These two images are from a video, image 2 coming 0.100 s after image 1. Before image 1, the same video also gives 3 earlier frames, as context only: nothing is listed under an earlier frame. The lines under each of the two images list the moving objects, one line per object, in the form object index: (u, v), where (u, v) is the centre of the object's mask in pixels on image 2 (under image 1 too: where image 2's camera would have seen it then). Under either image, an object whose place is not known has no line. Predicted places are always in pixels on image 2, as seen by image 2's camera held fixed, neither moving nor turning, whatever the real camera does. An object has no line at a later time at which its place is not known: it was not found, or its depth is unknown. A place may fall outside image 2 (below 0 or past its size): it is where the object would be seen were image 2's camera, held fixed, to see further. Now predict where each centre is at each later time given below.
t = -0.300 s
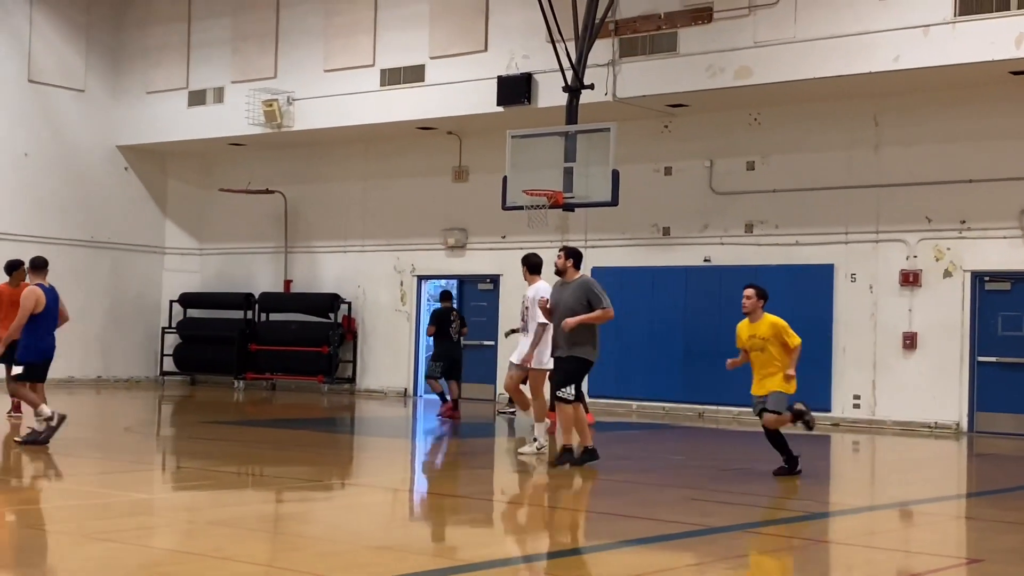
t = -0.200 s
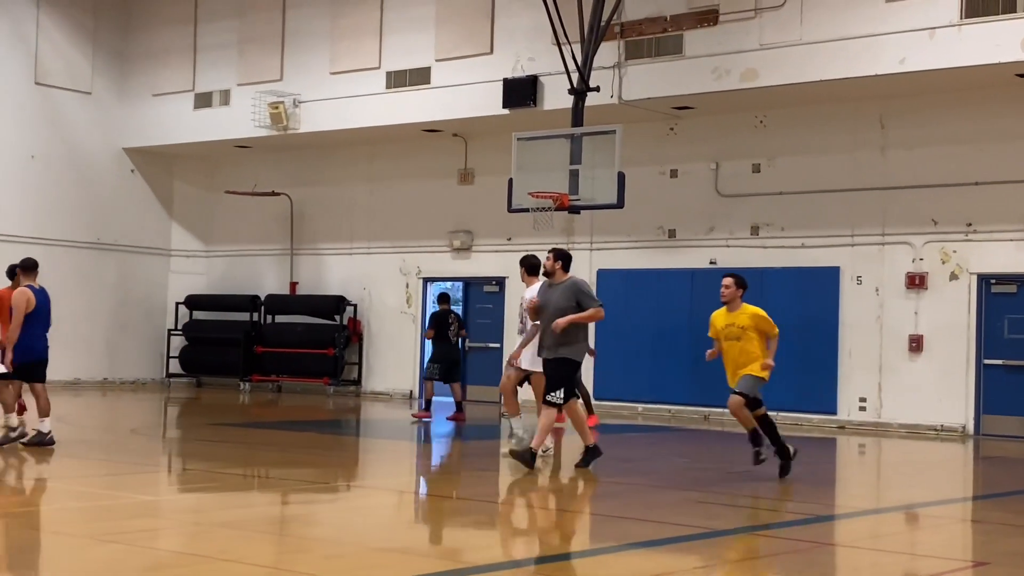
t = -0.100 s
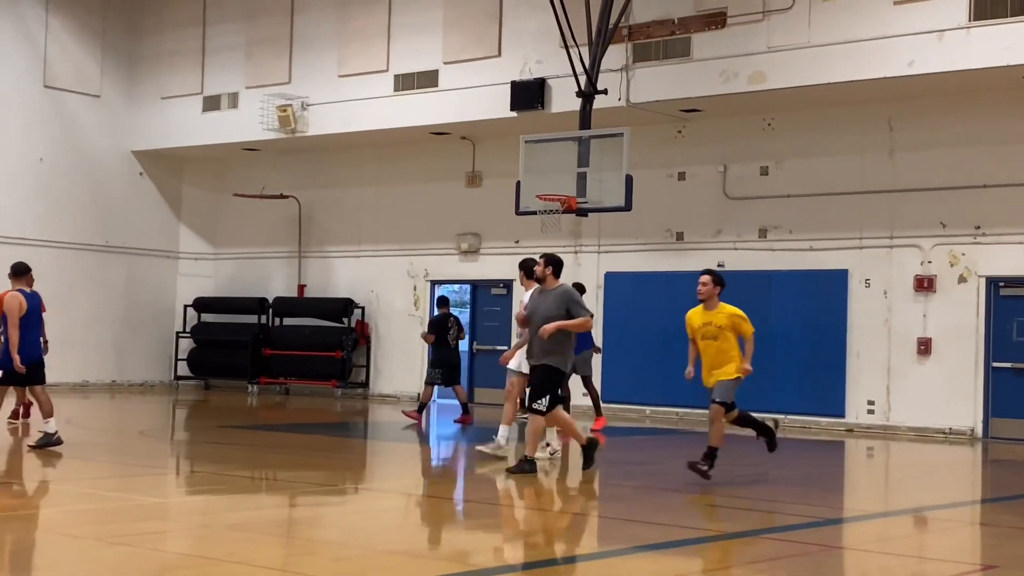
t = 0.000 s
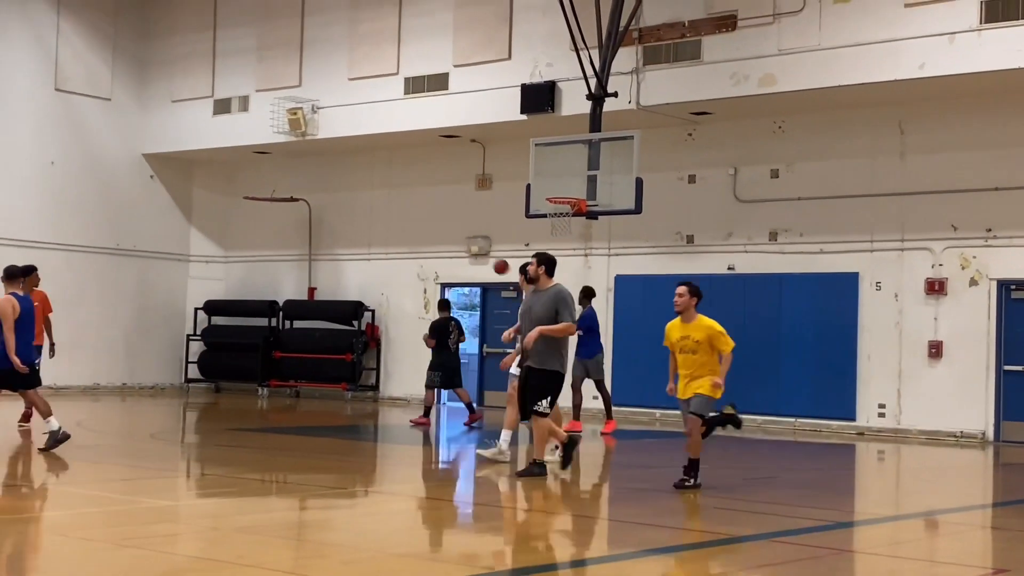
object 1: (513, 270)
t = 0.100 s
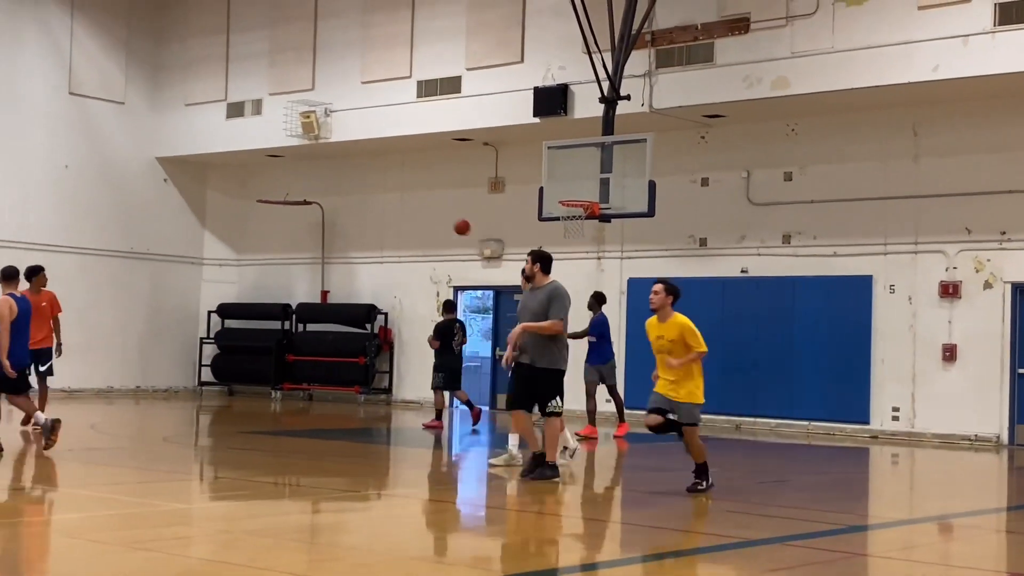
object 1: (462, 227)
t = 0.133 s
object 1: (444, 213)
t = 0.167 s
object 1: (426, 201)
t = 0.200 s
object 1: (407, 188)
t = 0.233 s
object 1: (389, 176)
